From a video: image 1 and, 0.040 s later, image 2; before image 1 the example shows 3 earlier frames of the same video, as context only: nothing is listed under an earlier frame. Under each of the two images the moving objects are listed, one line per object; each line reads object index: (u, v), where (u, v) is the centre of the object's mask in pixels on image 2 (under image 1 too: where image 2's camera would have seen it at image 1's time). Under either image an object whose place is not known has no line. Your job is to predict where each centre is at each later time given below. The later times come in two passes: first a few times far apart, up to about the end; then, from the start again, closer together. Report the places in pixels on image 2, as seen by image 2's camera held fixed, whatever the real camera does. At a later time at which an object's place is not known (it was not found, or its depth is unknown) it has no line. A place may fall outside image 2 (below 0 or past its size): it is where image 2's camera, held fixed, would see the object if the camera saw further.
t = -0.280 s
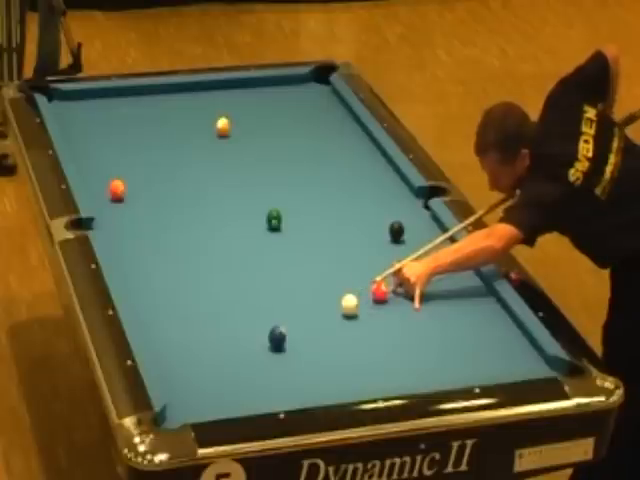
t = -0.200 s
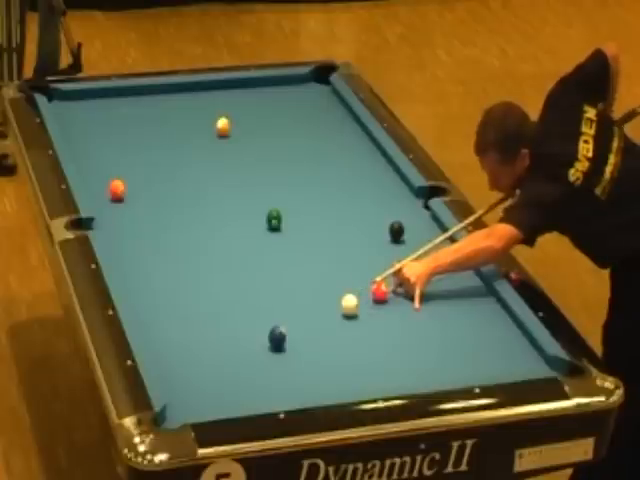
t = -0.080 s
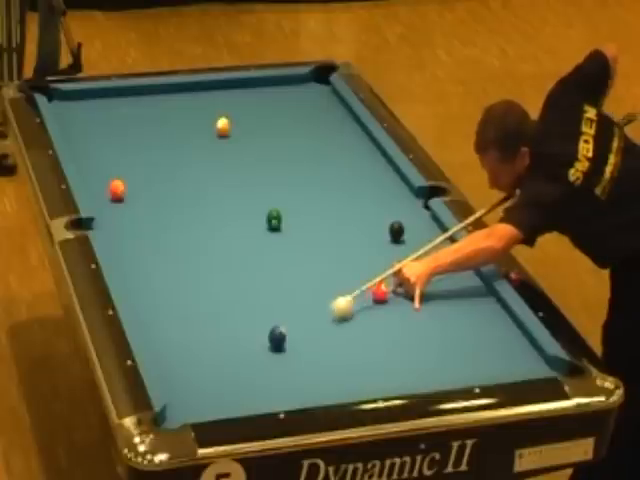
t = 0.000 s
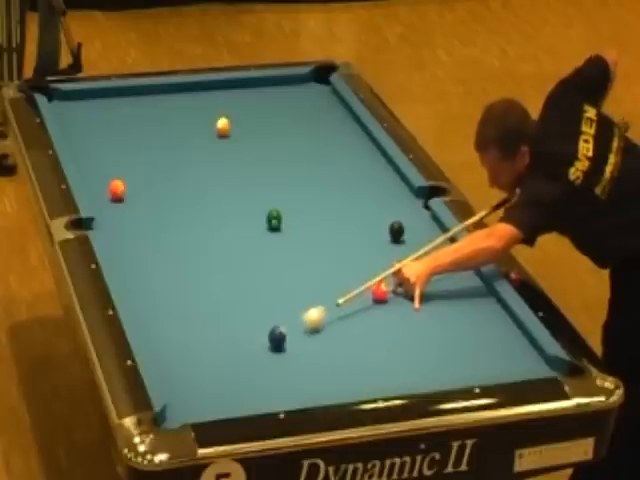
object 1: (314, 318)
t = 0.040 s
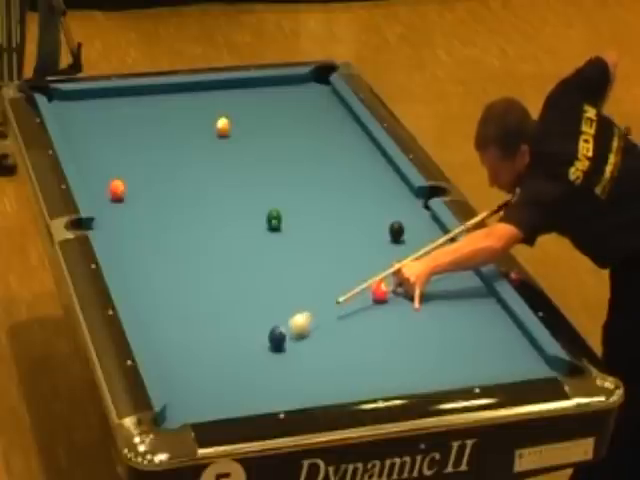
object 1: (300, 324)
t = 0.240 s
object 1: (261, 327)
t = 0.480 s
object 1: (218, 327)
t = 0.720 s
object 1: (177, 327)
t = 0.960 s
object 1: (149, 326)
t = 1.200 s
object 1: (169, 318)
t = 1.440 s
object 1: (188, 311)
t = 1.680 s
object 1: (205, 303)
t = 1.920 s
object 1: (220, 297)
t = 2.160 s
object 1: (234, 291)
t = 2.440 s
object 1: (249, 285)
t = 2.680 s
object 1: (260, 280)
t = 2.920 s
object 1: (270, 276)
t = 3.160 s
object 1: (280, 272)
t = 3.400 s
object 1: (287, 269)
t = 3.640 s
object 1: (294, 266)
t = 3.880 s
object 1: (300, 264)
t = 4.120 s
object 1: (305, 262)
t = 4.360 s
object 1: (309, 261)
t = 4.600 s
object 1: (312, 260)
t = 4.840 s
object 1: (314, 260)
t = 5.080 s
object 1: (314, 259)
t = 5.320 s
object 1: (314, 259)
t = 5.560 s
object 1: (314, 259)
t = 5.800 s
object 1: (314, 259)
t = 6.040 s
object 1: (314, 259)
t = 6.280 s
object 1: (314, 259)
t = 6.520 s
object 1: (314, 259)
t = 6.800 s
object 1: (314, 259)
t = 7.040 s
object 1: (314, 259)
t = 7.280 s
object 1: (314, 259)
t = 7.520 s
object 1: (314, 259)
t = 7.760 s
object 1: (314, 259)
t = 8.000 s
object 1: (314, 259)
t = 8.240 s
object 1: (314, 259)
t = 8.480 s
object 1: (314, 259)
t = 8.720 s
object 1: (314, 259)
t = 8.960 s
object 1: (314, 259)
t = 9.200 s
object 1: (314, 259)
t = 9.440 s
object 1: (314, 259)
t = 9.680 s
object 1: (314, 259)
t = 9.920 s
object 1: (314, 259)
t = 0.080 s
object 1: (288, 328)
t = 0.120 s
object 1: (281, 328)
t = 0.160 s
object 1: (274, 327)
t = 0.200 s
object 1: (267, 327)
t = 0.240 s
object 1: (261, 327)
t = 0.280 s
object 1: (254, 327)
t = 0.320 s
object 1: (246, 327)
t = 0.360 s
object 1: (239, 327)
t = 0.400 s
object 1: (232, 327)
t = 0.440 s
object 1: (225, 327)
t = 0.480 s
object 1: (218, 327)
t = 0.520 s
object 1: (211, 327)
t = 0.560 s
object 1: (204, 327)
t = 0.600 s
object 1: (197, 327)
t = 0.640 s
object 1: (191, 327)
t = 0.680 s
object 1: (184, 327)
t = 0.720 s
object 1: (177, 327)
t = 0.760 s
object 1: (170, 327)
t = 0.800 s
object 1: (163, 328)
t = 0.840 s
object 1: (157, 328)
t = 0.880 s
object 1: (150, 328)
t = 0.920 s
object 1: (147, 327)
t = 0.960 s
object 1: (149, 326)
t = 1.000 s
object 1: (153, 325)
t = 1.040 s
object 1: (156, 324)
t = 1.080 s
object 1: (159, 322)
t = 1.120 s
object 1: (162, 321)
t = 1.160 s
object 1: (166, 319)
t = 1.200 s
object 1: (169, 318)
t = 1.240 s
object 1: (172, 317)
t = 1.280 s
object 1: (175, 315)
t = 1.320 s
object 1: (178, 314)
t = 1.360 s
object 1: (182, 313)
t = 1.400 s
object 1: (185, 312)
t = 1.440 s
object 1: (188, 311)
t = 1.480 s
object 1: (190, 309)
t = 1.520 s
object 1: (194, 308)
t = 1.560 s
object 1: (196, 307)
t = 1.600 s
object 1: (199, 306)
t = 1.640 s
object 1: (202, 305)
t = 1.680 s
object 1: (205, 303)
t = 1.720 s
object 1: (207, 302)
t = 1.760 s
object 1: (210, 301)
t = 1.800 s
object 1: (212, 300)
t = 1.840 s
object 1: (215, 299)
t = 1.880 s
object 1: (217, 298)
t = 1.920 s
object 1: (220, 297)
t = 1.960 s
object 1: (222, 296)
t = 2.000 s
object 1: (225, 295)
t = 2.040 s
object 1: (227, 294)
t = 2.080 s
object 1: (230, 293)
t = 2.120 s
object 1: (232, 292)
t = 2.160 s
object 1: (234, 291)
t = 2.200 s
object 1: (236, 290)
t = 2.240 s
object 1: (238, 289)
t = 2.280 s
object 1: (241, 288)
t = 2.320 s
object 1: (243, 287)
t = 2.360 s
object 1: (245, 287)
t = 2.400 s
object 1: (247, 286)
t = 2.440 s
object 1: (249, 285)
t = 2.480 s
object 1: (251, 284)
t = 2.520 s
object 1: (253, 283)
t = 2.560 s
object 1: (255, 282)
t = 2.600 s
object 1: (257, 282)
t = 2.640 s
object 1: (259, 281)
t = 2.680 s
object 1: (260, 280)
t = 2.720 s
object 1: (262, 279)
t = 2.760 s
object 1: (264, 279)
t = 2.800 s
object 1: (265, 278)
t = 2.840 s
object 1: (267, 277)
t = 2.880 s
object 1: (269, 277)
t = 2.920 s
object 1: (270, 276)
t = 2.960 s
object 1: (272, 275)
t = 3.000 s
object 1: (273, 275)
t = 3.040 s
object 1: (275, 274)
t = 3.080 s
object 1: (277, 273)
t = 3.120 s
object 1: (278, 273)
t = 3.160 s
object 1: (280, 272)
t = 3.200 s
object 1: (281, 272)
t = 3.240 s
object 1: (282, 271)
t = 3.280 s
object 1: (283, 271)
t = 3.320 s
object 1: (285, 270)
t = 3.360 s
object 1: (286, 270)
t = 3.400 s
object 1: (287, 269)
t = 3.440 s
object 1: (288, 268)
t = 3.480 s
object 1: (289, 268)
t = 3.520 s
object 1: (290, 267)
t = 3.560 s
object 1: (292, 267)
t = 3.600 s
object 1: (293, 266)
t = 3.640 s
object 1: (294, 266)
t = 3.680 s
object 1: (295, 266)
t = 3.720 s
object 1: (296, 265)
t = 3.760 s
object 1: (297, 265)
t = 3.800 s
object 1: (298, 264)
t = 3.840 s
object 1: (299, 264)
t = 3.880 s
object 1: (300, 264)
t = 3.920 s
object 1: (300, 263)
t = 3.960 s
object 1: (301, 263)
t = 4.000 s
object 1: (302, 263)
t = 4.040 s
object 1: (303, 262)
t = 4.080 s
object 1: (304, 262)
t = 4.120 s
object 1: (305, 262)
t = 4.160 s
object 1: (305, 262)
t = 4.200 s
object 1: (306, 262)
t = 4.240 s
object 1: (307, 261)
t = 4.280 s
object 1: (307, 261)
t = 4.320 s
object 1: (308, 261)
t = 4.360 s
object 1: (309, 261)
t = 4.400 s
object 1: (309, 260)
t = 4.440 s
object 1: (310, 260)
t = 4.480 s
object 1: (310, 260)
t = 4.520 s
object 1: (311, 260)
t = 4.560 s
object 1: (311, 260)
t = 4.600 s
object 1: (312, 260)
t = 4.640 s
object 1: (312, 260)
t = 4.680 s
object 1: (312, 260)
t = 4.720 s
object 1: (313, 260)
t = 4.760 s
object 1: (313, 260)
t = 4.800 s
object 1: (313, 260)
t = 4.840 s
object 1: (314, 260)
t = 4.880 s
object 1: (314, 259)
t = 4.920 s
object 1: (314, 259)
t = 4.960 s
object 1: (314, 259)
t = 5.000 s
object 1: (314, 259)
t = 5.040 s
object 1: (314, 259)
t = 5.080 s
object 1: (314, 259)
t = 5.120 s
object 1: (314, 259)
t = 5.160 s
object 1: (314, 259)
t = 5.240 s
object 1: (314, 259)
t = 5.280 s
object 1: (314, 259)
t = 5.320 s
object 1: (314, 259)
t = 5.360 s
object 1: (314, 259)
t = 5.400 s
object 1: (314, 259)
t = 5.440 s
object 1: (314, 259)
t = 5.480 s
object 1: (314, 259)
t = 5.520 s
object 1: (314, 259)
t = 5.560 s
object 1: (314, 259)
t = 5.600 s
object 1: (314, 259)
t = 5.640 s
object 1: (314, 259)
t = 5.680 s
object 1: (314, 259)
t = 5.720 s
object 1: (314, 259)
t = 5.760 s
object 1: (314, 259)
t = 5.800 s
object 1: (314, 259)
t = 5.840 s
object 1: (314, 259)
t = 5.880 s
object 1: (314, 259)
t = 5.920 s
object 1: (314, 259)
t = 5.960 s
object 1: (314, 259)
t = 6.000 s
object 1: (314, 259)
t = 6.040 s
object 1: (314, 259)
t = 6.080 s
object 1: (314, 259)
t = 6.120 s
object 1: (314, 259)
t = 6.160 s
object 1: (314, 259)
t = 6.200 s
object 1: (314, 259)
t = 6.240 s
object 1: (314, 259)
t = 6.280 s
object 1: (314, 259)
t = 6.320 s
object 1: (314, 259)
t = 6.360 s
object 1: (314, 259)
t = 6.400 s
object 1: (314, 259)
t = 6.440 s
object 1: (314, 259)
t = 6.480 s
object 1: (314, 259)
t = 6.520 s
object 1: (314, 259)
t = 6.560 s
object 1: (314, 259)
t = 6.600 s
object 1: (314, 259)
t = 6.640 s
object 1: (314, 259)
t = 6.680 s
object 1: (314, 259)
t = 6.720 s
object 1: (314, 259)
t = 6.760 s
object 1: (314, 259)
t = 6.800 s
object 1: (314, 259)
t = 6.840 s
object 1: (314, 259)
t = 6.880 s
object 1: (314, 259)
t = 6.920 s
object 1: (314, 259)
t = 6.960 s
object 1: (314, 259)
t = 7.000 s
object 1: (314, 259)
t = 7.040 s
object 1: (314, 259)
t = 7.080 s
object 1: (314, 259)
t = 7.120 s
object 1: (314, 259)
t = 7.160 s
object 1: (314, 259)
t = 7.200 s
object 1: (314, 259)
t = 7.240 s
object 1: (314, 259)
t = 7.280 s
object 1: (314, 259)
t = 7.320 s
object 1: (314, 259)
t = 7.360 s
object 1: (314, 259)
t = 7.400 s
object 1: (314, 259)
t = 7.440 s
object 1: (314, 259)
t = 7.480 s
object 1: (314, 259)
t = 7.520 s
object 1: (314, 259)
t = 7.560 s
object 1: (314, 259)
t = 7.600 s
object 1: (314, 259)
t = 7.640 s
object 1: (314, 259)
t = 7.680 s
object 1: (314, 259)
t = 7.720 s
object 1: (314, 259)
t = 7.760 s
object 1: (314, 259)
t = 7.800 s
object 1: (314, 259)
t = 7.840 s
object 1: (314, 259)
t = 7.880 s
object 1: (314, 259)
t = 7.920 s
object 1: (314, 259)
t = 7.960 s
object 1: (314, 259)
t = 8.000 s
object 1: (314, 259)
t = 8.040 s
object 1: (314, 259)
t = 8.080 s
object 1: (314, 259)
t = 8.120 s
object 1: (314, 259)
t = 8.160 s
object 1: (314, 259)
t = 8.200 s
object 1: (314, 259)
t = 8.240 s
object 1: (314, 259)
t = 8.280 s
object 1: (314, 259)
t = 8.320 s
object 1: (314, 259)
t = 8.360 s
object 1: (314, 259)
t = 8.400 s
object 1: (314, 259)
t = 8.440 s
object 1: (314, 259)
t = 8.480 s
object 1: (314, 259)
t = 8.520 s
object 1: (314, 259)
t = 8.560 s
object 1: (314, 259)
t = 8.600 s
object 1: (314, 259)
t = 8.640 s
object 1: (314, 259)
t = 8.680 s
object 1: (314, 259)
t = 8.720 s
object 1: (314, 259)
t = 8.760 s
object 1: (314, 259)
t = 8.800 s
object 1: (314, 259)
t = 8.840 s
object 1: (314, 259)
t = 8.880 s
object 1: (314, 259)
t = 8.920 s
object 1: (314, 259)
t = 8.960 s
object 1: (314, 259)
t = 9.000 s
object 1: (314, 259)
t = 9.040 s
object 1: (314, 259)
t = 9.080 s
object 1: (314, 259)
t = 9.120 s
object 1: (314, 259)
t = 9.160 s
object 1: (314, 259)
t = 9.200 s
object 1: (314, 259)
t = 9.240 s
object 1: (314, 259)
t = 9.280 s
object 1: (314, 259)
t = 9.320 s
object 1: (314, 259)
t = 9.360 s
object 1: (314, 259)
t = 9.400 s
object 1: (314, 259)
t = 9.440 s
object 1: (314, 259)
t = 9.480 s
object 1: (314, 259)
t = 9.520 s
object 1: (314, 259)
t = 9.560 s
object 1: (314, 259)
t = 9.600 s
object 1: (314, 259)
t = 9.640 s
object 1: (314, 259)
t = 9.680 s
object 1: (314, 259)
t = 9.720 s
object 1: (314, 259)
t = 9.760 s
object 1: (314, 259)
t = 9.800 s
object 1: (314, 259)
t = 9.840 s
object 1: (314, 259)
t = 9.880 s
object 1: (314, 259)
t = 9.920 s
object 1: (314, 259)
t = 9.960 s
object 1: (314, 259)
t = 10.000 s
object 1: (314, 259)
